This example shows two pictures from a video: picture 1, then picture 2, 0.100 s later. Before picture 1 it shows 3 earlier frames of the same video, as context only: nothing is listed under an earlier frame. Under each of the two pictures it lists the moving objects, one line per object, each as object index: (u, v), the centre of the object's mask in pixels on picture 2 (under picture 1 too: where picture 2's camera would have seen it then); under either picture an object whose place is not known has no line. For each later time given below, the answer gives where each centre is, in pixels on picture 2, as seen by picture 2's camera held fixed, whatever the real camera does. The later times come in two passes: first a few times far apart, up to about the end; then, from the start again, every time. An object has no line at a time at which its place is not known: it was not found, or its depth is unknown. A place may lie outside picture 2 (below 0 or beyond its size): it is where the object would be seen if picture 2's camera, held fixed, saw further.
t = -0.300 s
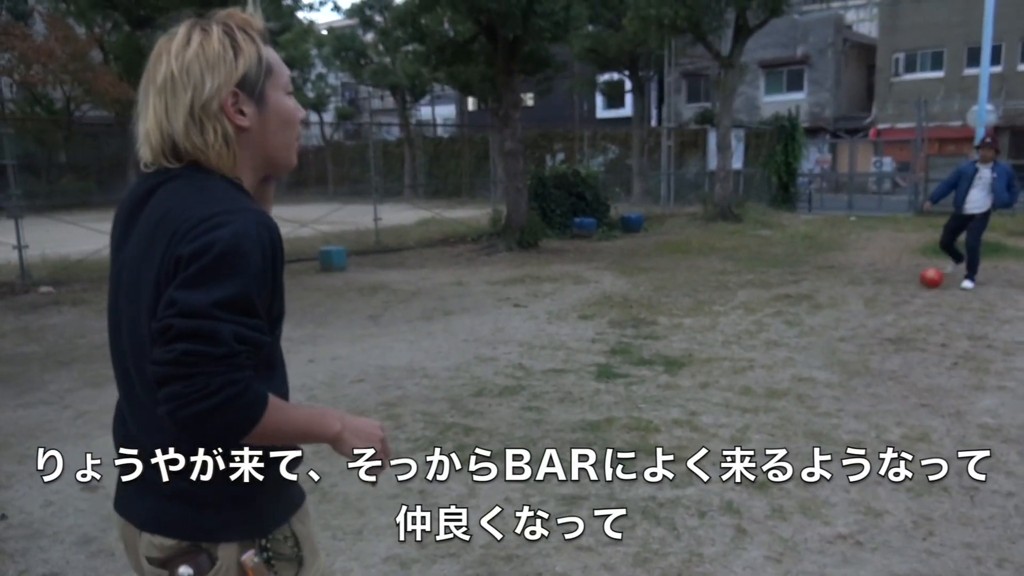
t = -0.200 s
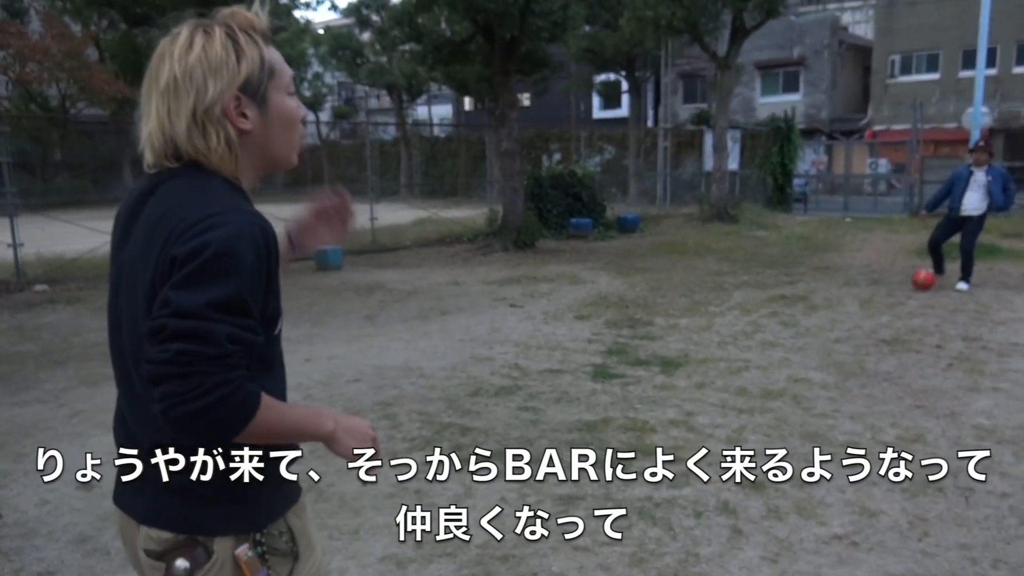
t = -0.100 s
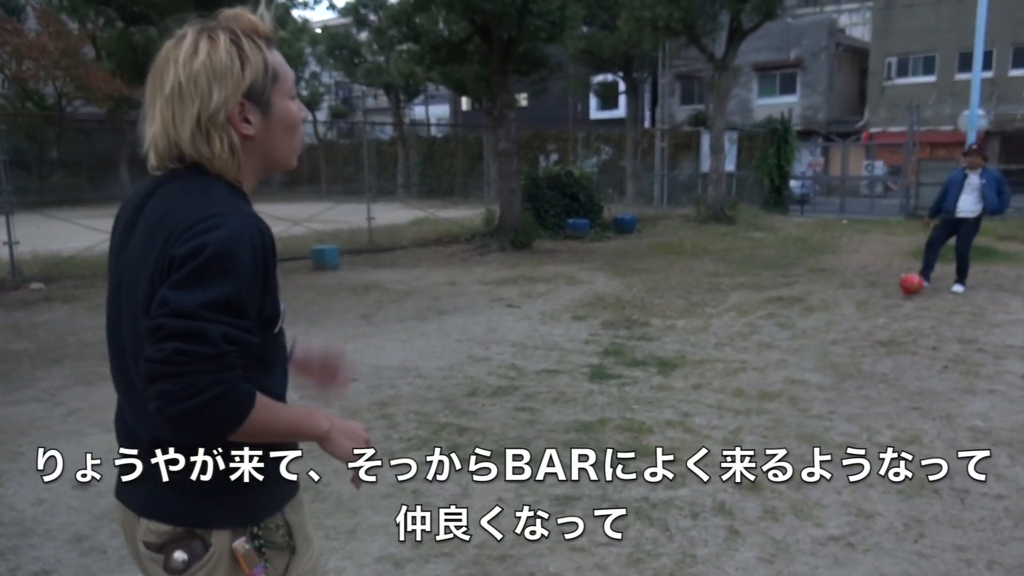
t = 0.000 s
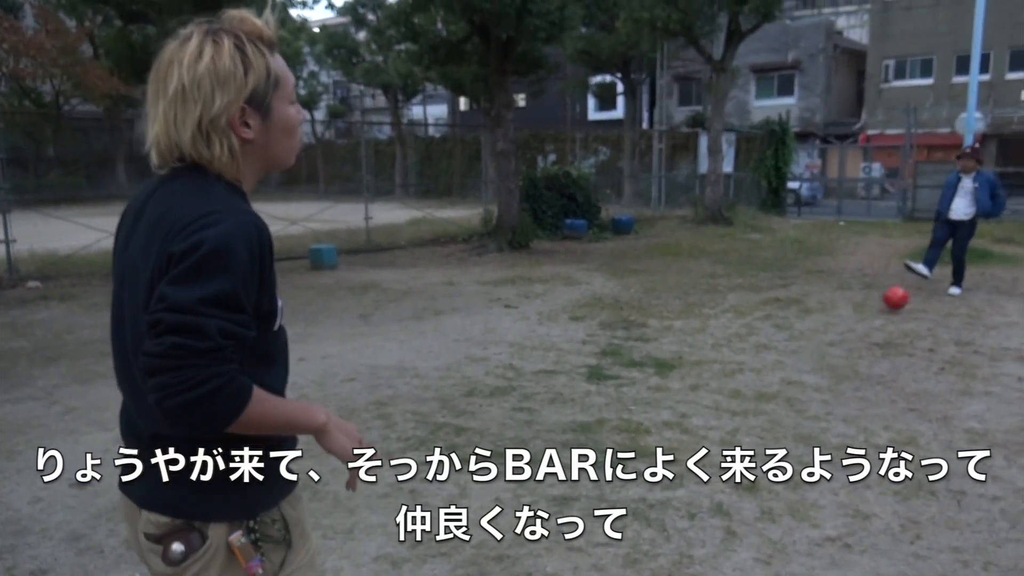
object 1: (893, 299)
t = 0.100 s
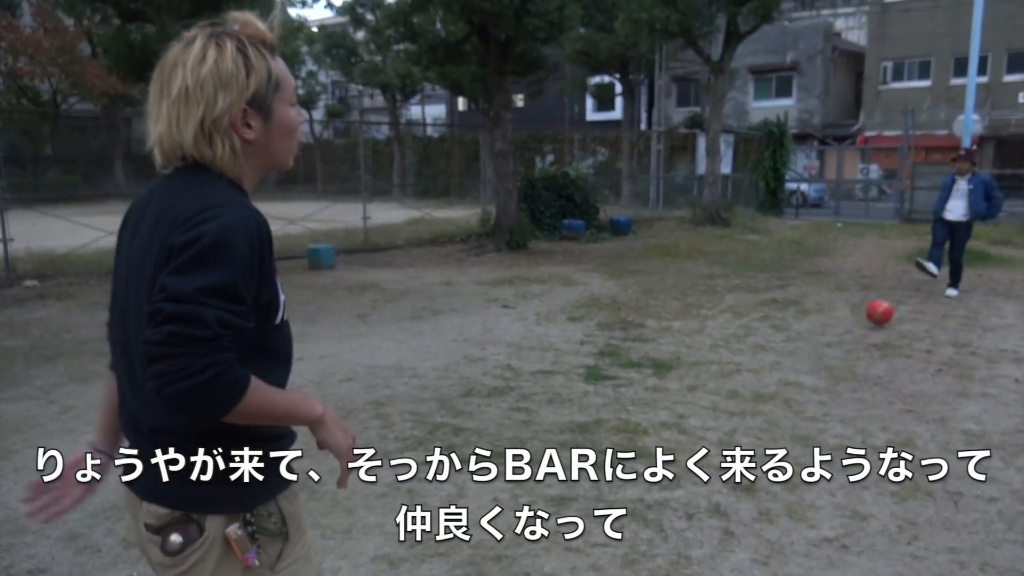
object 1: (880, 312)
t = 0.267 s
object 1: (852, 340)
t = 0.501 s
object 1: (808, 380)
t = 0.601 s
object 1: (785, 397)
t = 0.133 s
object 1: (874, 317)
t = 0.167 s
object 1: (869, 322)
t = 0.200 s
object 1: (863, 330)
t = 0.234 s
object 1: (858, 335)
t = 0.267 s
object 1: (852, 340)
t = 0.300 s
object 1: (846, 346)
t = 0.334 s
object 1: (840, 351)
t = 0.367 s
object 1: (834, 359)
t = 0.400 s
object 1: (828, 364)
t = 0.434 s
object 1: (821, 370)
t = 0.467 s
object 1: (814, 375)
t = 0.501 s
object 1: (808, 380)
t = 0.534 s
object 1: (800, 386)
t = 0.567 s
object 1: (793, 393)
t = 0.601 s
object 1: (785, 397)
